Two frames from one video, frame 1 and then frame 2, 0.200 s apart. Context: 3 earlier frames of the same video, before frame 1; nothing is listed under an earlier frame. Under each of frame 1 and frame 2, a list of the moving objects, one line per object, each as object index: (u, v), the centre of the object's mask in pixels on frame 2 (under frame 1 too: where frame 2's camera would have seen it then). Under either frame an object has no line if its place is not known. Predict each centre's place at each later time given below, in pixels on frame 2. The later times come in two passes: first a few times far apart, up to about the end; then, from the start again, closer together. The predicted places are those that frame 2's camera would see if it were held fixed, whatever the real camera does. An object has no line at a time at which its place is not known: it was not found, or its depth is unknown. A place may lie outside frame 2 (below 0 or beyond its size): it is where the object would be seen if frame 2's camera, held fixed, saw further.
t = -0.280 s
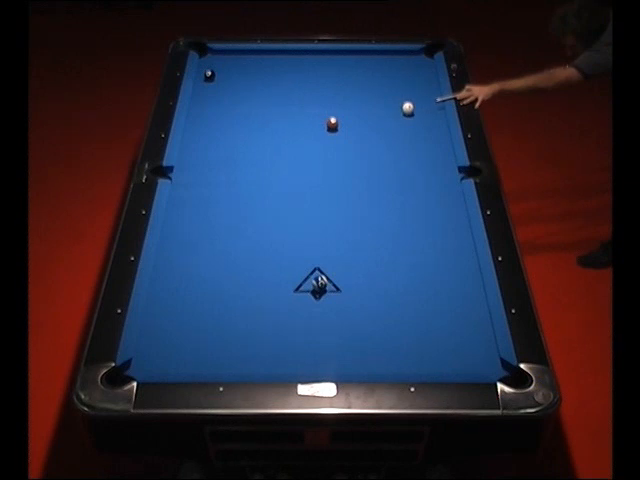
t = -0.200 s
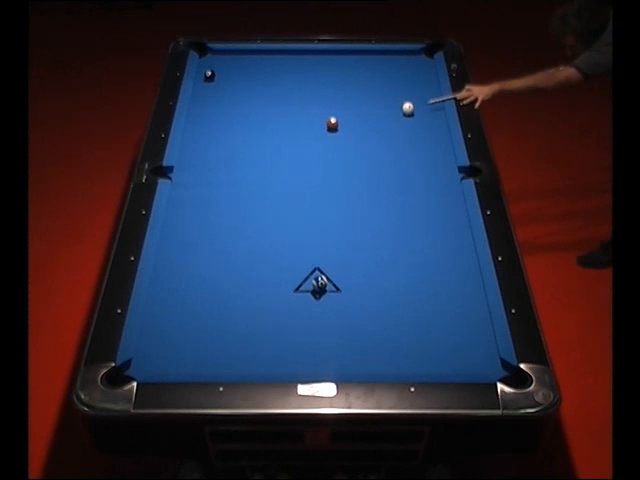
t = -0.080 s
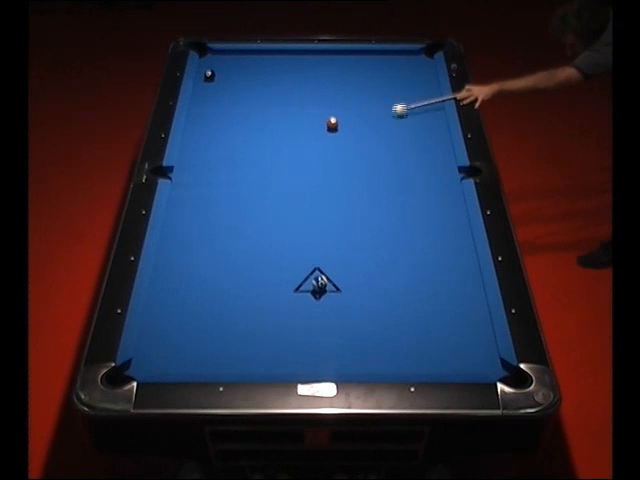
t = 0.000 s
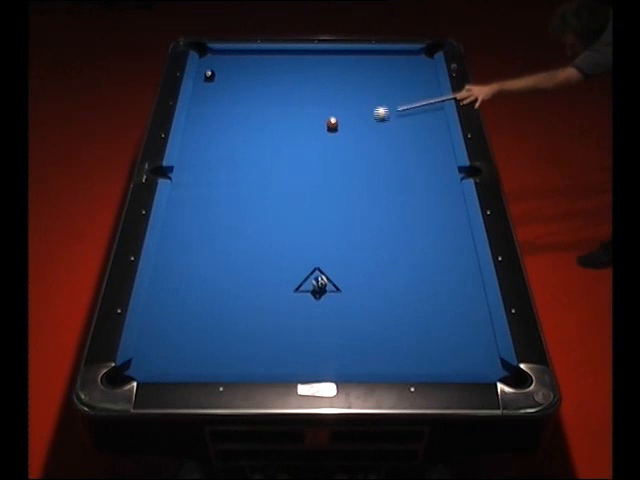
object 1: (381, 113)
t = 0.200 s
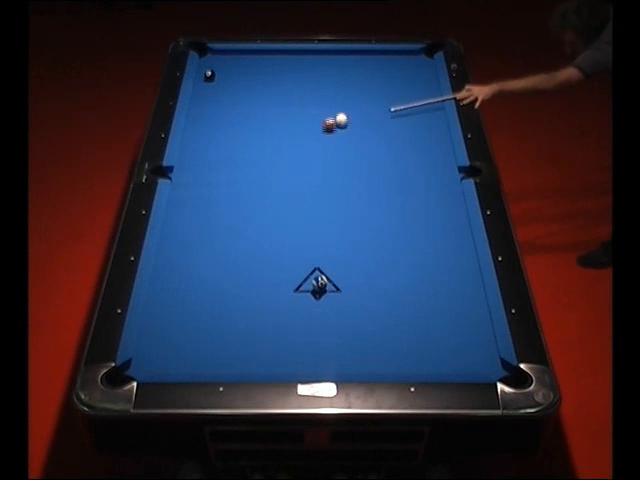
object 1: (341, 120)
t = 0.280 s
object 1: (337, 119)
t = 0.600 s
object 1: (313, 117)
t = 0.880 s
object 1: (294, 116)
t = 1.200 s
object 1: (274, 115)
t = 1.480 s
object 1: (257, 114)
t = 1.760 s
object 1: (242, 113)
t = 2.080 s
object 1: (226, 112)
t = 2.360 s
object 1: (214, 111)
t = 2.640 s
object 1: (203, 110)
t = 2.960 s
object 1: (193, 110)
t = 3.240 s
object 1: (196, 109)
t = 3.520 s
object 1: (199, 109)
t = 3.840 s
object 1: (201, 109)
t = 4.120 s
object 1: (201, 109)
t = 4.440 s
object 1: (201, 109)
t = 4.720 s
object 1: (201, 109)
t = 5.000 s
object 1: (201, 109)
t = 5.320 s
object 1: (201, 109)
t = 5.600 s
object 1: (201, 109)
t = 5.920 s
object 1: (201, 109)
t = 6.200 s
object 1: (201, 109)
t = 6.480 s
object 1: (201, 109)
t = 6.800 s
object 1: (201, 109)
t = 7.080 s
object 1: (201, 109)
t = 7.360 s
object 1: (201, 109)
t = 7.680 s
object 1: (201, 109)
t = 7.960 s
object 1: (201, 109)
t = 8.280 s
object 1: (201, 109)
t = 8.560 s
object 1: (201, 109)
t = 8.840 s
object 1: (201, 109)
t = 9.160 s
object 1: (201, 109)
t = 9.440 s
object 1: (201, 109)
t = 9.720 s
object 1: (201, 109)
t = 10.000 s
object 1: (201, 109)
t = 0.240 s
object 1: (339, 120)
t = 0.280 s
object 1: (337, 119)
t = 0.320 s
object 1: (334, 119)
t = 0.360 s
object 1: (331, 119)
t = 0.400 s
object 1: (328, 118)
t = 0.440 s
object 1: (325, 118)
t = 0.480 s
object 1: (322, 118)
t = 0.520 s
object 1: (319, 118)
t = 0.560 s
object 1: (316, 118)
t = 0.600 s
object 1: (313, 117)
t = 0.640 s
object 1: (310, 117)
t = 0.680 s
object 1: (308, 117)
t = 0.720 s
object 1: (305, 117)
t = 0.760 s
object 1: (302, 117)
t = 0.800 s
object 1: (299, 116)
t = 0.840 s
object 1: (297, 116)
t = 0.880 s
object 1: (294, 116)
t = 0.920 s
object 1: (291, 116)
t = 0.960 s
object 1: (289, 116)
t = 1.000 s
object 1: (286, 116)
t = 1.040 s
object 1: (284, 115)
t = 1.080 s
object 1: (281, 115)
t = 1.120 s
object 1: (279, 115)
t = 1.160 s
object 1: (276, 115)
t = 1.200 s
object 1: (274, 115)
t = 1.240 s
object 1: (271, 115)
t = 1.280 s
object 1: (269, 114)
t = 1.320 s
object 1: (266, 114)
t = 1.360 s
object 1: (264, 114)
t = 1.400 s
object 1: (262, 114)
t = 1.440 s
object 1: (260, 114)
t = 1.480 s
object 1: (257, 114)
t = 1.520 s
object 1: (255, 114)
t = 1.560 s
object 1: (253, 113)
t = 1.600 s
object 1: (251, 113)
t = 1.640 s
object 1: (248, 113)
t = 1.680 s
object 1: (246, 113)
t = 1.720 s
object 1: (244, 113)
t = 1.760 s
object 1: (242, 113)
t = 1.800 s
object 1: (240, 112)
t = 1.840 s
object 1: (238, 113)
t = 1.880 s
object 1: (236, 112)
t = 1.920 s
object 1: (234, 112)
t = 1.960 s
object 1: (232, 112)
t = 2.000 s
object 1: (230, 112)
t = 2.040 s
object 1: (228, 112)
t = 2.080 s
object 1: (226, 112)
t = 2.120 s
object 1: (224, 112)
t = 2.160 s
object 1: (223, 112)
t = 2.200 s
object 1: (221, 112)
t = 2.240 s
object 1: (219, 111)
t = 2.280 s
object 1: (217, 111)
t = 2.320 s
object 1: (216, 111)
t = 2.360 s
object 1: (214, 111)
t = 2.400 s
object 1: (212, 111)
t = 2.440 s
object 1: (211, 111)
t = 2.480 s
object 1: (209, 111)
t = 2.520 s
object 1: (208, 111)
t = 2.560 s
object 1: (206, 111)
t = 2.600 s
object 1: (204, 110)
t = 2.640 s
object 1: (203, 110)
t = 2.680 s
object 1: (201, 110)
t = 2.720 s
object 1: (200, 110)
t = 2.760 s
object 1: (198, 110)
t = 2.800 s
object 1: (197, 110)
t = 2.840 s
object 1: (196, 110)
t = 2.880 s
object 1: (194, 110)
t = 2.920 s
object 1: (193, 110)
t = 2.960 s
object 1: (193, 110)
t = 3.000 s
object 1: (193, 110)
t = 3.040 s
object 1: (193, 110)
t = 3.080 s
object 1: (194, 110)
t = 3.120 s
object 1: (195, 110)
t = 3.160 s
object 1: (195, 110)
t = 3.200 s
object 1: (196, 110)
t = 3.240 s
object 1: (196, 109)
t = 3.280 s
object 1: (197, 109)
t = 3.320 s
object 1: (197, 109)
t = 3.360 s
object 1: (198, 109)
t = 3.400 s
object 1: (198, 109)
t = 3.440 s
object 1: (198, 109)
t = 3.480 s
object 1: (199, 109)
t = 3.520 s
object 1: (199, 109)
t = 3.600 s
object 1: (200, 109)
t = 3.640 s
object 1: (200, 109)
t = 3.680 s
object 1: (200, 109)
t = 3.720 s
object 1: (200, 109)
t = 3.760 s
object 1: (201, 109)
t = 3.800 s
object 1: (201, 109)
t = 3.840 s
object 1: (201, 109)
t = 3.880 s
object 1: (201, 109)
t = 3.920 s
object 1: (201, 109)
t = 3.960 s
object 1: (201, 109)
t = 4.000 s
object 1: (201, 109)
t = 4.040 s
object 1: (201, 109)
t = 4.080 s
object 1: (201, 109)
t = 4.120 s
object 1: (201, 109)
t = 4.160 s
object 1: (201, 109)
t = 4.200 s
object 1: (201, 109)
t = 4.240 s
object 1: (201, 109)
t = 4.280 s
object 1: (201, 109)
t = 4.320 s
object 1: (201, 109)
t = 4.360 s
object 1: (201, 109)
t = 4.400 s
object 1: (201, 109)
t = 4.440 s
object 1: (201, 109)
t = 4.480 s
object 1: (201, 109)
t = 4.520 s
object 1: (201, 109)
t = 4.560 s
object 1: (201, 109)
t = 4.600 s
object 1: (201, 109)
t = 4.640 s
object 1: (201, 109)
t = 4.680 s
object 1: (201, 109)
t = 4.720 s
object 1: (201, 109)
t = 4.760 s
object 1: (201, 109)
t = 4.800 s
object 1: (201, 109)
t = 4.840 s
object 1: (201, 109)
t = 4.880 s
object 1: (201, 109)
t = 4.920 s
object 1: (201, 109)
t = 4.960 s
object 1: (201, 109)
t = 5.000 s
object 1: (201, 109)
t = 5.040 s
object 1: (201, 109)
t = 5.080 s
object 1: (201, 109)
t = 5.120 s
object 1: (201, 109)
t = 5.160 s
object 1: (201, 109)
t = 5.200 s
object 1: (201, 109)
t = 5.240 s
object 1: (201, 109)
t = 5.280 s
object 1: (201, 109)
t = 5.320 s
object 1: (201, 109)
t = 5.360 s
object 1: (201, 109)
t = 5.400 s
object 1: (201, 109)
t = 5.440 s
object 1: (201, 109)
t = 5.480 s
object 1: (201, 109)
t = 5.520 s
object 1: (201, 109)
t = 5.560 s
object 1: (201, 109)
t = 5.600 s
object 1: (201, 109)
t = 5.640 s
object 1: (201, 109)
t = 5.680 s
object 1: (201, 109)
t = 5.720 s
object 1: (201, 109)
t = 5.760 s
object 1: (201, 109)
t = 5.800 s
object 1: (201, 109)
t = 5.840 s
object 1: (201, 109)
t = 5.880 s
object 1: (201, 109)
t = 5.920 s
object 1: (201, 109)
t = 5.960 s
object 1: (201, 109)
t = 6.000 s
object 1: (201, 109)
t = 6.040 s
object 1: (201, 109)
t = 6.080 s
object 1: (201, 109)
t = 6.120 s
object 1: (201, 109)
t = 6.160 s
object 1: (201, 109)
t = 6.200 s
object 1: (201, 109)
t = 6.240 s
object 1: (201, 109)
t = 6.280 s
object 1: (201, 109)
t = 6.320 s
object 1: (201, 109)
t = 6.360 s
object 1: (201, 109)
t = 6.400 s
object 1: (201, 109)
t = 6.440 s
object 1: (201, 109)
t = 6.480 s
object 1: (201, 109)
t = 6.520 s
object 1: (201, 109)
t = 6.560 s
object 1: (201, 109)
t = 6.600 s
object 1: (201, 109)
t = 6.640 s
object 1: (201, 109)
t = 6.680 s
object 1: (201, 109)
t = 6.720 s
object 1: (201, 109)
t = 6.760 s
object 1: (201, 109)
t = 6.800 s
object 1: (201, 109)
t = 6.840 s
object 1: (201, 109)
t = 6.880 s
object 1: (201, 109)
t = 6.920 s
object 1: (201, 109)
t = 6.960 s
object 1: (201, 109)
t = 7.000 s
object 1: (201, 109)
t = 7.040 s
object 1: (201, 109)
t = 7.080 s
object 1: (201, 109)
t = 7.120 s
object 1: (201, 109)
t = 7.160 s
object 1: (201, 109)
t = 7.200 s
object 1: (201, 109)
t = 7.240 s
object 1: (201, 109)
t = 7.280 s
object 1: (201, 109)
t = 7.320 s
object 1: (201, 109)
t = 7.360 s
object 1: (201, 109)
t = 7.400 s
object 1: (201, 109)
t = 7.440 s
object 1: (201, 109)
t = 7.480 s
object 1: (201, 109)
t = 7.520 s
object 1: (201, 109)
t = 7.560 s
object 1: (201, 109)
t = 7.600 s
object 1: (201, 109)
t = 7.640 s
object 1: (201, 109)
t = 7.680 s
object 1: (201, 109)
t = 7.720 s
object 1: (201, 109)
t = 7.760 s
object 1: (201, 109)
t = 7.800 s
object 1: (201, 109)
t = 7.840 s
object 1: (201, 109)
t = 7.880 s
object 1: (201, 109)
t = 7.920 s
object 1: (201, 109)
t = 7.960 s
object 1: (201, 109)
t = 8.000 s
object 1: (201, 109)
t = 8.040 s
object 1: (201, 109)
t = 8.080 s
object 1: (201, 109)
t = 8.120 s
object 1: (201, 109)
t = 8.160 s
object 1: (201, 109)
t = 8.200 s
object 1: (201, 109)
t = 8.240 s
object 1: (201, 109)
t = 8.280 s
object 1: (201, 109)
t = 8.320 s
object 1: (201, 109)
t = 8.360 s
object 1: (201, 109)
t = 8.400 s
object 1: (201, 109)
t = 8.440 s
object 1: (201, 109)
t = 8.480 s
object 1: (201, 109)
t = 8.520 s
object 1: (201, 109)
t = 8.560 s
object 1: (201, 109)
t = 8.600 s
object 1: (201, 109)
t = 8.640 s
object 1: (201, 109)
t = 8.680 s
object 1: (201, 109)
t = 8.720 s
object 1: (201, 109)
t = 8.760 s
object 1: (201, 109)
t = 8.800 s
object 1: (201, 109)
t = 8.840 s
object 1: (201, 109)
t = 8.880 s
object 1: (201, 109)
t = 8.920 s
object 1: (201, 109)
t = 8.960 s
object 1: (201, 109)
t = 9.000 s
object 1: (201, 109)
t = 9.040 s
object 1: (201, 109)
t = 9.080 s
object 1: (201, 109)
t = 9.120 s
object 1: (201, 109)
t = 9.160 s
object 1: (201, 109)
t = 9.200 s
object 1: (201, 109)
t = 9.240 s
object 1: (201, 109)
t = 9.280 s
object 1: (201, 109)
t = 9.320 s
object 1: (201, 109)
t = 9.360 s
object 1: (201, 109)
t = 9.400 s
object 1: (201, 109)
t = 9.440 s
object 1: (201, 109)
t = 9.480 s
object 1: (201, 109)
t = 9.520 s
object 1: (201, 109)
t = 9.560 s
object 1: (201, 109)
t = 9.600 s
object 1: (201, 109)
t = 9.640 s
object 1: (201, 109)
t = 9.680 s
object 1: (201, 109)
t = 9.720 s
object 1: (201, 109)
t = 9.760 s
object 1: (201, 109)
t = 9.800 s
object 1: (201, 109)
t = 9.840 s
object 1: (201, 109)
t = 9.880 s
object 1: (201, 109)
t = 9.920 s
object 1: (201, 109)
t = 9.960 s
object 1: (201, 109)
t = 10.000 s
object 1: (201, 109)
